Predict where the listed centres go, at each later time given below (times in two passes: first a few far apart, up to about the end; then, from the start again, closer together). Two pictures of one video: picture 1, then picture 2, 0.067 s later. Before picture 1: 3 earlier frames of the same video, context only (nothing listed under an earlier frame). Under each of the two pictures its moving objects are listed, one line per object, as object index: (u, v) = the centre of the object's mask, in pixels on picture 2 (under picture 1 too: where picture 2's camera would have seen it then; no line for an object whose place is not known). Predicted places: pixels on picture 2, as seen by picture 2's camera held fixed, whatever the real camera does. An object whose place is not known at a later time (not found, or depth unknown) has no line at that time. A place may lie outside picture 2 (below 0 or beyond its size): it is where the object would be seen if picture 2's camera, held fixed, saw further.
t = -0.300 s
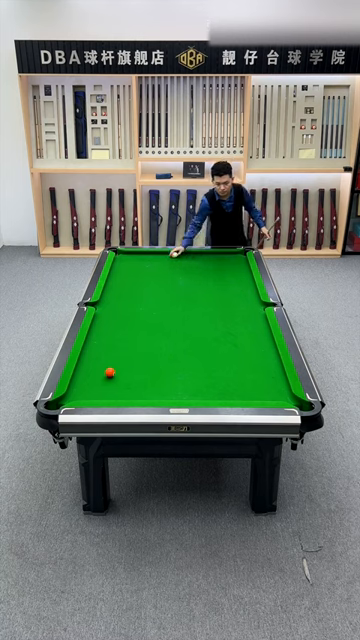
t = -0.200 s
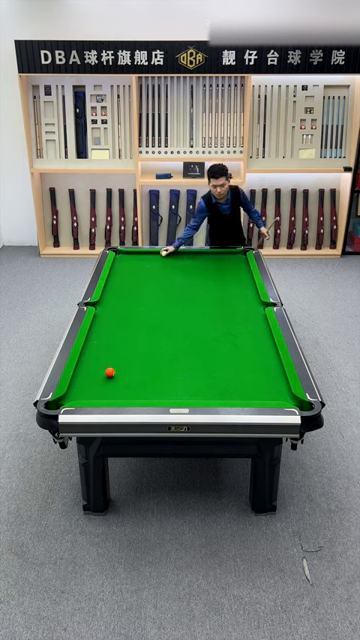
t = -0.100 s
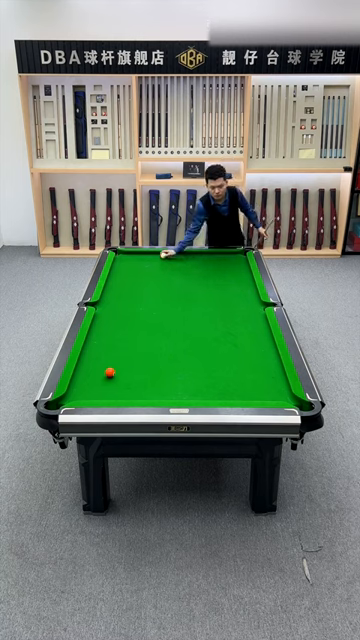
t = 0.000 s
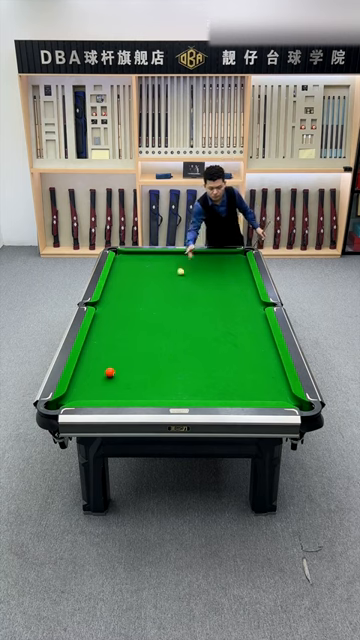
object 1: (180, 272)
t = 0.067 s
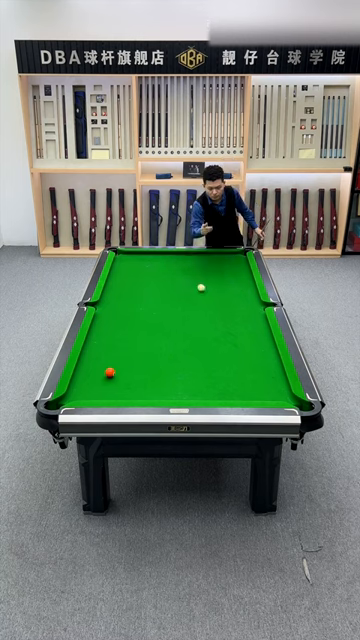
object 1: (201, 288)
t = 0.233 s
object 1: (266, 338)
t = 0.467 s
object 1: (221, 388)
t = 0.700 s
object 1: (178, 340)
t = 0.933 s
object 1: (151, 309)
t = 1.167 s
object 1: (129, 284)
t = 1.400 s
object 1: (116, 264)
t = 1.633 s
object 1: (134, 254)
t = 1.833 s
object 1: (150, 264)
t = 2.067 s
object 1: (171, 273)
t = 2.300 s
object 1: (192, 284)
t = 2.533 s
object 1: (216, 296)
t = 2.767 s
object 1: (242, 308)
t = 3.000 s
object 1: (259, 321)
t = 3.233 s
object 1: (246, 333)
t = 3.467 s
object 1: (233, 346)
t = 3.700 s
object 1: (218, 360)
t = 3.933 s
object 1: (203, 375)
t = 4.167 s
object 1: (186, 391)
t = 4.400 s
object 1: (168, 392)
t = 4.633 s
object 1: (151, 380)
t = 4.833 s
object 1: (139, 370)
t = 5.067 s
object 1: (125, 360)
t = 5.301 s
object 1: (112, 351)
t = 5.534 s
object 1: (101, 343)
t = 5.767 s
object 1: (91, 335)
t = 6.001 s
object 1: (100, 330)
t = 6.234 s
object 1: (109, 325)
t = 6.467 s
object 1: (116, 321)
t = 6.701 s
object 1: (123, 317)
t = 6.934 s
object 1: (129, 313)
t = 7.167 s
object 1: (135, 310)
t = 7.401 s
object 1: (140, 307)
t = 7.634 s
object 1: (144, 304)
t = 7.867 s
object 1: (148, 301)
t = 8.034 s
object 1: (149, 299)
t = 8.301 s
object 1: (154, 297)
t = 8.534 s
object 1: (157, 295)
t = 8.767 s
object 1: (159, 294)
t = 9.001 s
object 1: (162, 293)
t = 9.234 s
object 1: (163, 292)
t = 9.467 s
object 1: (165, 291)
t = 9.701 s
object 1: (167, 290)
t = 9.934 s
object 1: (168, 290)
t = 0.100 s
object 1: (212, 297)
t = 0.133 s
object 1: (224, 306)
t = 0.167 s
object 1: (237, 316)
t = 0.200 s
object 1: (251, 327)
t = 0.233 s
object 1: (266, 338)
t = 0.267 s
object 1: (268, 349)
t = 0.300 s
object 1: (261, 359)
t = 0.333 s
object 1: (253, 370)
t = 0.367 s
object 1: (246, 381)
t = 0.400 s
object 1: (238, 392)
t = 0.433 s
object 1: (230, 396)
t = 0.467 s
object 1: (221, 388)
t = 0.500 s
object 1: (213, 379)
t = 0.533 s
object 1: (206, 372)
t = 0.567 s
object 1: (200, 364)
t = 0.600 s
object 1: (194, 357)
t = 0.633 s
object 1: (188, 351)
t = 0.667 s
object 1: (183, 345)
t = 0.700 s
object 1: (178, 340)
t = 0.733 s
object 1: (174, 335)
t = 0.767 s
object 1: (170, 330)
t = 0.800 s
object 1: (166, 326)
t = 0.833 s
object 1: (162, 321)
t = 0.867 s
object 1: (158, 317)
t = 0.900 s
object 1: (154, 313)
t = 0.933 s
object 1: (151, 309)
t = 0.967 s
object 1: (147, 305)
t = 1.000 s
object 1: (144, 301)
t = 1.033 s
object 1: (141, 298)
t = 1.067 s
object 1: (138, 294)
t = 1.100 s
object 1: (135, 291)
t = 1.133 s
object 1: (132, 287)
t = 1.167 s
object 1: (129, 284)
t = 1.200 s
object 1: (127, 281)
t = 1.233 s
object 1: (124, 278)
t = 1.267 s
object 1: (122, 275)
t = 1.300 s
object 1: (119, 273)
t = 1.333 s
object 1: (116, 270)
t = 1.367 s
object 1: (114, 267)
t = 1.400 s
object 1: (116, 264)
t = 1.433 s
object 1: (119, 262)
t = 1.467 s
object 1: (122, 260)
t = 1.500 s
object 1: (124, 258)
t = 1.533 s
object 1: (127, 256)
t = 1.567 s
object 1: (129, 254)
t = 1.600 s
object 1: (132, 253)
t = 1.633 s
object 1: (134, 254)
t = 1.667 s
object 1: (137, 256)
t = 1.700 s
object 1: (139, 258)
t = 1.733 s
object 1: (142, 259)
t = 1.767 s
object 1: (145, 261)
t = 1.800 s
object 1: (148, 262)
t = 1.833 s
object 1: (150, 264)
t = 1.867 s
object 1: (153, 265)
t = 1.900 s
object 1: (156, 266)
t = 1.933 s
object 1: (159, 268)
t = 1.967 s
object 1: (162, 269)
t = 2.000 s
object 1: (165, 270)
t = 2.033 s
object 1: (168, 272)
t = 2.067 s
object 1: (171, 273)
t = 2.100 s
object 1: (174, 275)
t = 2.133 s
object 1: (177, 276)
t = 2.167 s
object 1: (180, 278)
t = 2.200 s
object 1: (183, 279)
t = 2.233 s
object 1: (186, 281)
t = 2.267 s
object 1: (189, 282)
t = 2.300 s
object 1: (192, 284)
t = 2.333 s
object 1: (196, 285)
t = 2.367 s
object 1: (199, 287)
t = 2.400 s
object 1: (202, 289)
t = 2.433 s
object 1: (206, 290)
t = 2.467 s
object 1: (209, 292)
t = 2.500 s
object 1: (212, 294)
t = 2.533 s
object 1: (216, 296)
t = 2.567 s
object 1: (220, 297)
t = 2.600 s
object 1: (223, 299)
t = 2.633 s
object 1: (227, 301)
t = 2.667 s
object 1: (231, 302)
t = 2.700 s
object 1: (234, 304)
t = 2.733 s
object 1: (238, 306)
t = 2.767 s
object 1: (242, 308)
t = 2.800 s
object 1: (246, 310)
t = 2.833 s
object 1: (250, 312)
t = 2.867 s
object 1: (254, 314)
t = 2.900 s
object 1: (258, 315)
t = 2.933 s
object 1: (262, 317)
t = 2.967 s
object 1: (261, 319)
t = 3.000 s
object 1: (259, 321)
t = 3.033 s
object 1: (257, 323)
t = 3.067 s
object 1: (255, 324)
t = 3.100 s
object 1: (254, 326)
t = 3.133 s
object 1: (252, 328)
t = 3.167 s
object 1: (250, 330)
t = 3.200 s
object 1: (248, 331)
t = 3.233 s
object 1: (246, 333)
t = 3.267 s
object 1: (245, 335)
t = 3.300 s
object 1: (243, 337)
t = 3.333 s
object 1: (241, 338)
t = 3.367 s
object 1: (239, 340)
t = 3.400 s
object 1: (237, 342)
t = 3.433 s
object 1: (235, 344)
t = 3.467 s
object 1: (233, 346)
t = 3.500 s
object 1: (231, 348)
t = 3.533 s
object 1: (229, 350)
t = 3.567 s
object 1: (227, 352)
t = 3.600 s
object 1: (225, 354)
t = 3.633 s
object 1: (223, 356)
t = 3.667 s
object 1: (221, 358)
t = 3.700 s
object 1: (218, 360)
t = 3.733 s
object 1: (216, 362)
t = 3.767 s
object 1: (214, 364)
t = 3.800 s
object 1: (212, 366)
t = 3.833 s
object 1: (210, 369)
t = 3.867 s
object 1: (207, 371)
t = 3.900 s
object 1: (205, 373)
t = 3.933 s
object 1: (203, 375)
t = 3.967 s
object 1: (201, 377)
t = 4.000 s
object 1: (198, 380)
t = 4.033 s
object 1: (196, 382)
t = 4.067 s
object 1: (193, 384)
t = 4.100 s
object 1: (191, 387)
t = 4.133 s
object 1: (189, 389)
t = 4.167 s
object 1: (186, 391)
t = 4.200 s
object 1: (183, 393)
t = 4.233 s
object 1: (181, 395)
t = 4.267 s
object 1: (179, 397)
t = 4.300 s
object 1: (176, 397)
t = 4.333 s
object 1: (173, 395)
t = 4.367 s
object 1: (170, 394)
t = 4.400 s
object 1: (168, 392)
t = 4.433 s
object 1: (166, 390)
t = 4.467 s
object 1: (163, 389)
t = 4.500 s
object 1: (161, 387)
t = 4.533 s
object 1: (158, 385)
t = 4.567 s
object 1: (156, 383)
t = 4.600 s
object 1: (154, 381)
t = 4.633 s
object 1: (151, 380)
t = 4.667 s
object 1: (149, 378)
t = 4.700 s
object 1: (147, 376)
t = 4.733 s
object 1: (145, 375)
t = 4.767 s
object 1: (143, 373)
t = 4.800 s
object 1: (141, 372)
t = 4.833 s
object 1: (139, 370)
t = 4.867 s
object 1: (137, 368)
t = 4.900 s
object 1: (135, 367)
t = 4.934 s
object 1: (133, 366)
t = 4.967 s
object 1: (131, 364)
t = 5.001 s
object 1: (129, 363)
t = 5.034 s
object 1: (127, 361)
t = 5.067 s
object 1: (125, 360)
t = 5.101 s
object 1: (123, 358)
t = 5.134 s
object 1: (121, 357)
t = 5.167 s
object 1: (119, 356)
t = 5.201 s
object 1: (118, 354)
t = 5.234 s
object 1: (116, 353)
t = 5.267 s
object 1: (114, 352)
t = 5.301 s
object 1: (112, 351)
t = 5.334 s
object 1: (111, 349)
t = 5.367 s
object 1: (109, 348)
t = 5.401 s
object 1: (107, 347)
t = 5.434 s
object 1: (105, 346)
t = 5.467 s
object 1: (104, 345)
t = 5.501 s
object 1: (102, 344)
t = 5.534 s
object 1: (101, 343)
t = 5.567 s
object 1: (99, 341)
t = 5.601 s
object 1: (98, 340)
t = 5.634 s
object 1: (96, 339)
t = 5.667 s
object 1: (95, 338)
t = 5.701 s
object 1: (93, 337)
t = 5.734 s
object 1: (91, 336)
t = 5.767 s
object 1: (91, 335)
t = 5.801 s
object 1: (92, 334)
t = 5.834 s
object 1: (93, 333)
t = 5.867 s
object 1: (95, 333)
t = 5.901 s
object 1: (96, 332)
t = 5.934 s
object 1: (98, 331)
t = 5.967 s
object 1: (99, 331)
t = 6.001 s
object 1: (100, 330)
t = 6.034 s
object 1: (101, 329)
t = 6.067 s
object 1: (103, 328)
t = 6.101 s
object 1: (104, 328)
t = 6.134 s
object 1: (105, 327)
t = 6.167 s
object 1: (106, 326)
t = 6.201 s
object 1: (107, 326)
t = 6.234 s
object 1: (109, 325)
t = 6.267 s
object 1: (110, 324)
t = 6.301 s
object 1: (111, 324)
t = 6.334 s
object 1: (112, 323)
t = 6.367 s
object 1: (113, 323)
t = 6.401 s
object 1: (114, 322)
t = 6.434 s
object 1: (115, 321)
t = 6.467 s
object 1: (116, 321)
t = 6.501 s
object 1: (117, 320)
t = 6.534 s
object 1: (118, 319)
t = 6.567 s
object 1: (119, 319)
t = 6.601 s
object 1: (120, 318)
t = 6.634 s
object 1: (121, 317)
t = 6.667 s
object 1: (122, 317)
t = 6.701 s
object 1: (123, 317)
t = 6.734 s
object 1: (124, 316)
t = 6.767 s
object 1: (125, 316)
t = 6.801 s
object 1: (126, 315)
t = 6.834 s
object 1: (127, 315)
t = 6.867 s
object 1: (128, 314)
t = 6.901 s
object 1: (129, 313)
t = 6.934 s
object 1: (129, 313)
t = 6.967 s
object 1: (130, 313)
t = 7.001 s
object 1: (131, 312)
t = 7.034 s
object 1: (132, 311)
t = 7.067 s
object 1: (133, 311)
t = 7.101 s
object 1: (133, 311)
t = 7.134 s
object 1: (134, 310)
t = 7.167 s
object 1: (135, 310)
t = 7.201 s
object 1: (136, 309)
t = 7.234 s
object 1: (136, 309)
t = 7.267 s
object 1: (137, 308)
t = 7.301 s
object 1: (138, 308)
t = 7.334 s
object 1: (139, 307)
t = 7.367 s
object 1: (139, 307)
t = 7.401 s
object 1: (140, 307)
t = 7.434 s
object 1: (141, 306)
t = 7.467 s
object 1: (141, 306)
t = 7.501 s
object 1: (142, 305)
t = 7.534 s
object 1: (142, 305)
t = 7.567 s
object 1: (143, 305)
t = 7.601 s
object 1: (144, 304)
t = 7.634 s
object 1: (144, 304)
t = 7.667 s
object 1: (145, 303)
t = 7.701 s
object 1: (145, 303)
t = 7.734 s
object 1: (146, 303)
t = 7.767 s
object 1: (146, 302)
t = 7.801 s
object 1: (147, 302)
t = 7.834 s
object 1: (147, 302)
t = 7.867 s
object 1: (148, 301)
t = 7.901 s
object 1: (148, 301)
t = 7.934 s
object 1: (149, 301)
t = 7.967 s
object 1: (150, 300)
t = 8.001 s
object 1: (150, 300)
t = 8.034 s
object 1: (149, 299)
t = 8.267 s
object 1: (154, 298)
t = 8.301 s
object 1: (154, 297)
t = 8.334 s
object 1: (155, 297)
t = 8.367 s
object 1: (155, 297)
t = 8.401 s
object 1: (156, 296)
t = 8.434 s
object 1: (156, 296)
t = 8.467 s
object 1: (156, 296)
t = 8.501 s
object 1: (157, 296)
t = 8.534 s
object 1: (157, 295)
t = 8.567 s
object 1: (157, 295)
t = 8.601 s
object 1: (158, 295)
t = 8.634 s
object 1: (158, 295)
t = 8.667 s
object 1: (158, 295)
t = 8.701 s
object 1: (159, 295)
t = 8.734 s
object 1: (159, 294)
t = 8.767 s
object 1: (159, 294)
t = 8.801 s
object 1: (160, 294)
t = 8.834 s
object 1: (160, 294)
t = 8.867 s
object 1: (160, 293)
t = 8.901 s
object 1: (160, 293)
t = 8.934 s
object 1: (161, 293)
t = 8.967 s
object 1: (161, 293)
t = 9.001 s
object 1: (162, 293)
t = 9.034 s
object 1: (162, 293)
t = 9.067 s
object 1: (162, 292)
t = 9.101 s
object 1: (162, 292)
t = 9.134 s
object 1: (163, 292)
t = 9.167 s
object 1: (163, 292)
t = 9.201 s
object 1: (163, 292)
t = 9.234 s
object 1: (163, 292)
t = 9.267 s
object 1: (164, 292)
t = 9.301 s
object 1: (164, 292)
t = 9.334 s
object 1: (164, 292)
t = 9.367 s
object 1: (165, 291)
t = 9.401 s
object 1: (165, 291)
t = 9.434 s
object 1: (165, 291)
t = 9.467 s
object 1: (165, 291)
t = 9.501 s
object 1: (166, 291)
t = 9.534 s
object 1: (166, 291)
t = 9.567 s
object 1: (166, 291)
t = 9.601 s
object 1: (166, 291)
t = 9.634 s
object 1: (166, 291)
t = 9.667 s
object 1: (167, 291)
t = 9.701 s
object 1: (167, 290)
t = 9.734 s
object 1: (167, 290)
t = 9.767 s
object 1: (167, 290)
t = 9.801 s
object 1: (167, 290)
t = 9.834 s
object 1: (168, 290)
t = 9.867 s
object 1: (168, 290)
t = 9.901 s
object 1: (168, 290)
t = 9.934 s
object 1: (168, 290)
